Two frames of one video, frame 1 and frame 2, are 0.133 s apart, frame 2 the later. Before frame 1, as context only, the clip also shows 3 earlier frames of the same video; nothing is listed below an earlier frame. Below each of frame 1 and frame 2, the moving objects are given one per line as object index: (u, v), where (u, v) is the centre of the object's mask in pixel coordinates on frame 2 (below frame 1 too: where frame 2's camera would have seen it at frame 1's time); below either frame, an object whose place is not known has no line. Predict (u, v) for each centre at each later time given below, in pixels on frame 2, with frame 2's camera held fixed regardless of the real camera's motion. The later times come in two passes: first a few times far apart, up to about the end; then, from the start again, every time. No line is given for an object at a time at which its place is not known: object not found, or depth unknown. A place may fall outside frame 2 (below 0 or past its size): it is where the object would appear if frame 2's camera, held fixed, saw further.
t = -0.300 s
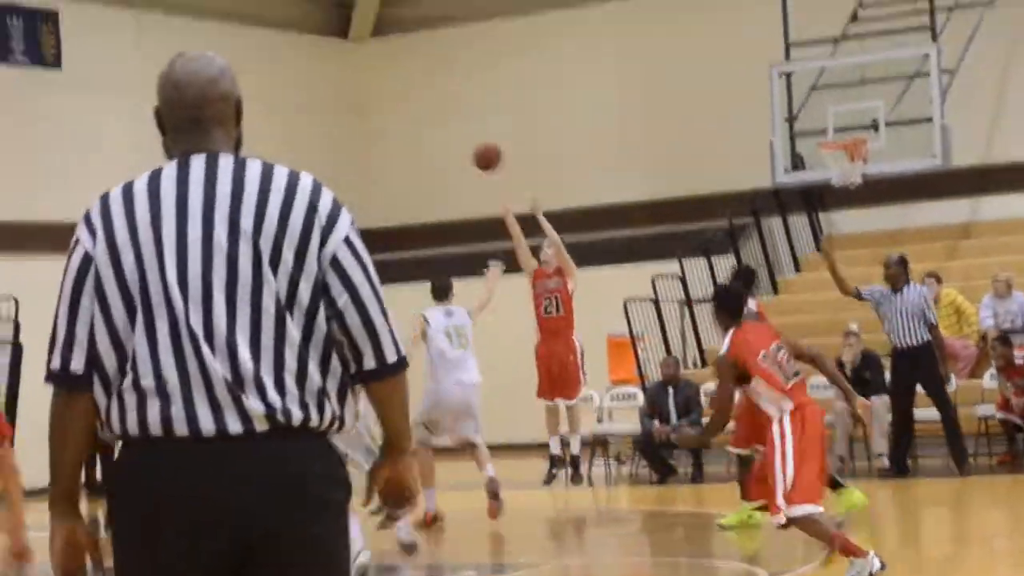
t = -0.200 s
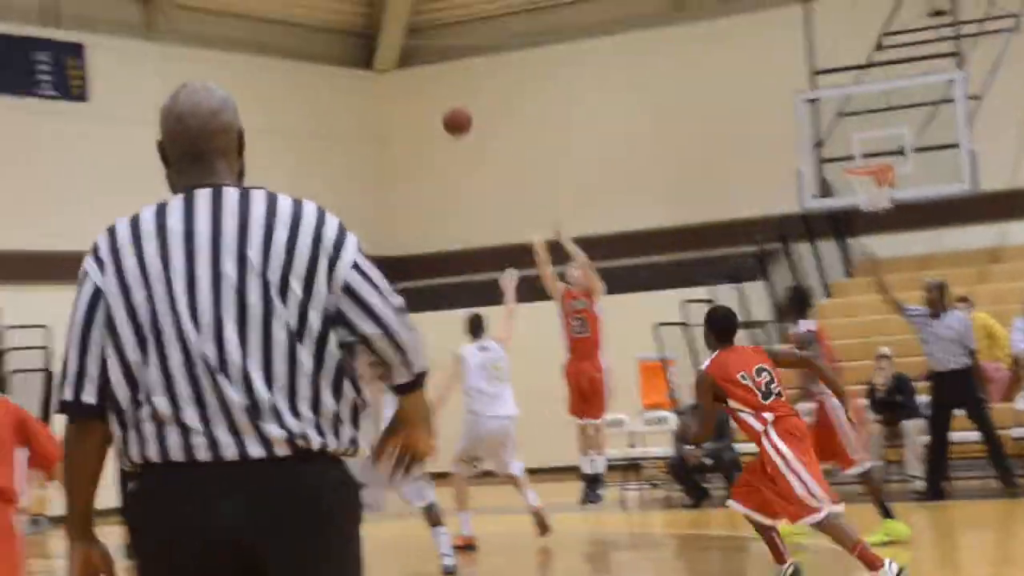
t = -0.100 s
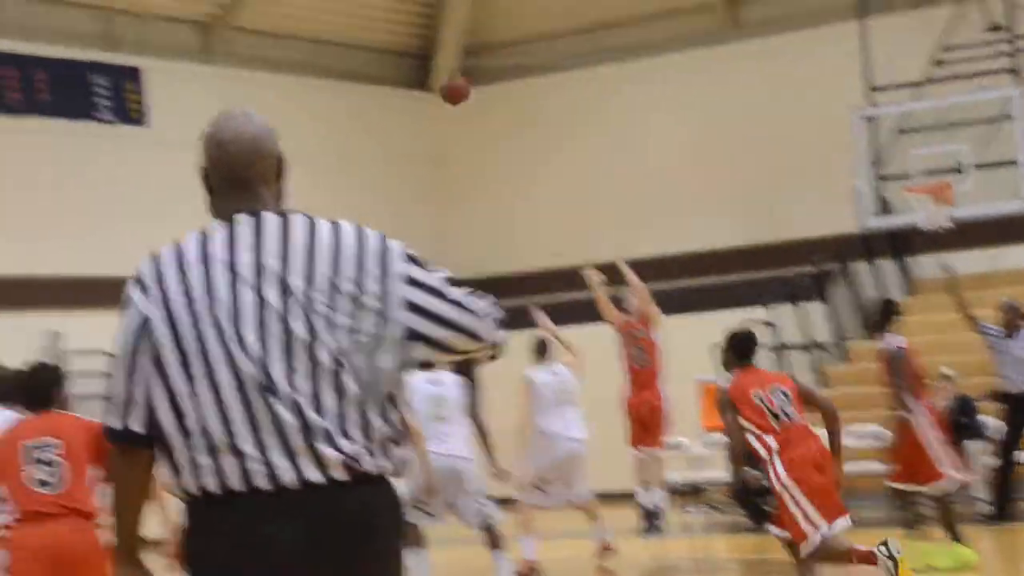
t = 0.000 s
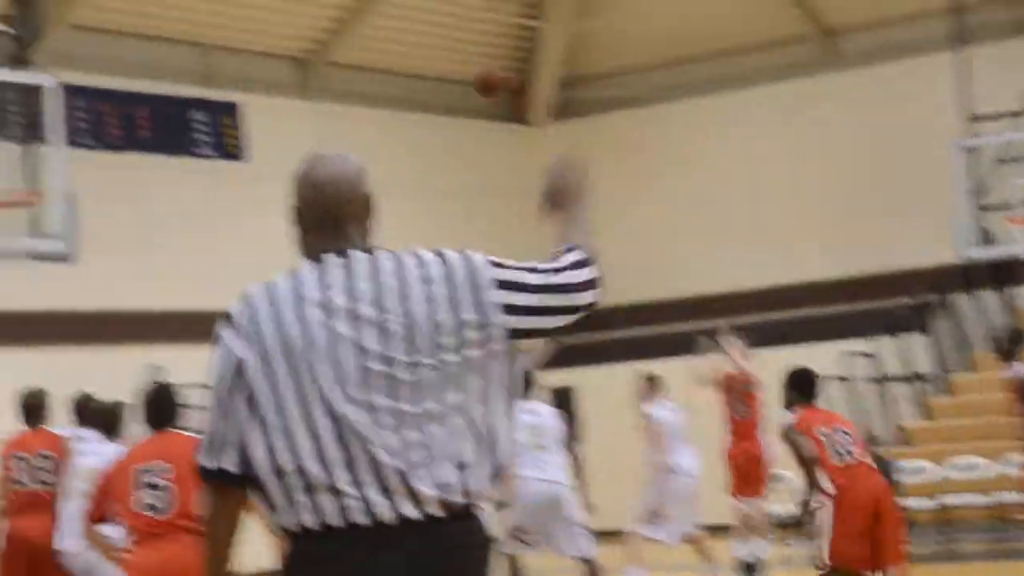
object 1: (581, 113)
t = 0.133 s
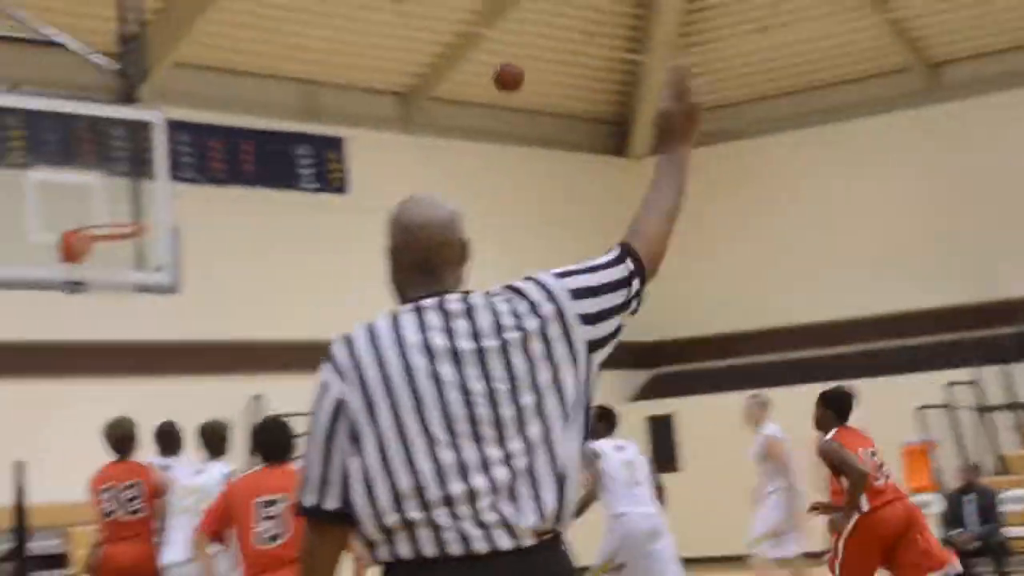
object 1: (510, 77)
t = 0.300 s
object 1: (412, 62)
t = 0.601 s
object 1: (215, 133)
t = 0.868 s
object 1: (163, 251)
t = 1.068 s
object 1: (165, 262)
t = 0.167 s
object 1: (490, 73)
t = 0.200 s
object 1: (470, 68)
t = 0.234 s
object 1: (454, 66)
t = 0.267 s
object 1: (432, 63)
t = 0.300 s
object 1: (412, 62)
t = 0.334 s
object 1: (388, 64)
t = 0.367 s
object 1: (371, 67)
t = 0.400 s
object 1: (349, 72)
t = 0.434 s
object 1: (327, 77)
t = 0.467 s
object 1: (304, 86)
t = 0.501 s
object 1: (281, 94)
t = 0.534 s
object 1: (260, 105)
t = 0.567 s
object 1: (236, 119)
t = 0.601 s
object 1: (215, 133)
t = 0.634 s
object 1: (190, 148)
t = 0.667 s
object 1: (169, 170)
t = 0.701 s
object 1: (144, 189)
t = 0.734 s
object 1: (118, 210)
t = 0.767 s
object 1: (101, 234)
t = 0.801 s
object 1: (123, 246)
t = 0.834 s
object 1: (151, 254)
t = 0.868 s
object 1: (163, 251)
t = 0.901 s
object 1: (168, 251)
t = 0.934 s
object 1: (167, 251)
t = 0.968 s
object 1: (164, 248)
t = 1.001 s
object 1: (163, 257)
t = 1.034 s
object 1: (165, 254)
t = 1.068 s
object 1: (165, 262)
